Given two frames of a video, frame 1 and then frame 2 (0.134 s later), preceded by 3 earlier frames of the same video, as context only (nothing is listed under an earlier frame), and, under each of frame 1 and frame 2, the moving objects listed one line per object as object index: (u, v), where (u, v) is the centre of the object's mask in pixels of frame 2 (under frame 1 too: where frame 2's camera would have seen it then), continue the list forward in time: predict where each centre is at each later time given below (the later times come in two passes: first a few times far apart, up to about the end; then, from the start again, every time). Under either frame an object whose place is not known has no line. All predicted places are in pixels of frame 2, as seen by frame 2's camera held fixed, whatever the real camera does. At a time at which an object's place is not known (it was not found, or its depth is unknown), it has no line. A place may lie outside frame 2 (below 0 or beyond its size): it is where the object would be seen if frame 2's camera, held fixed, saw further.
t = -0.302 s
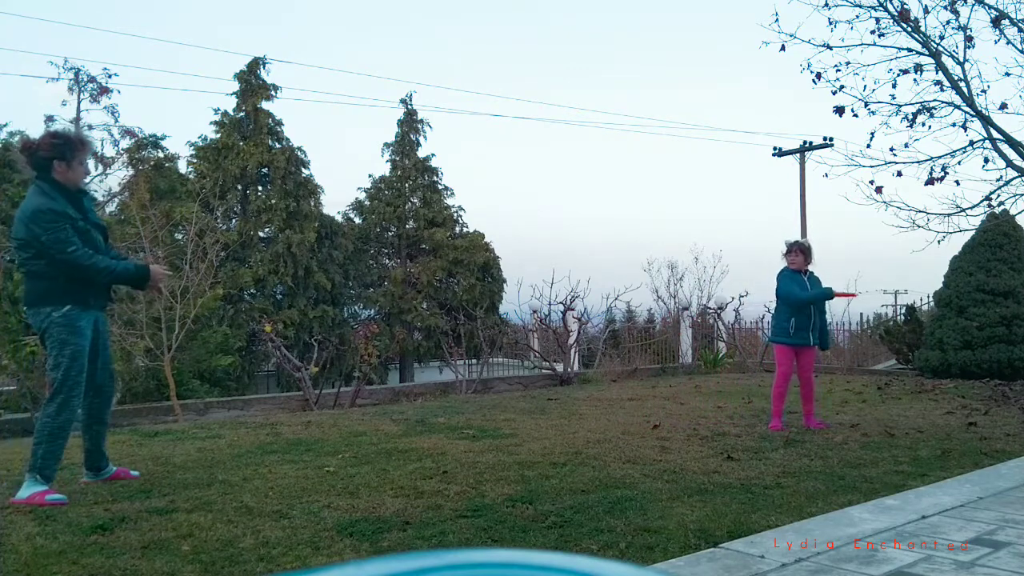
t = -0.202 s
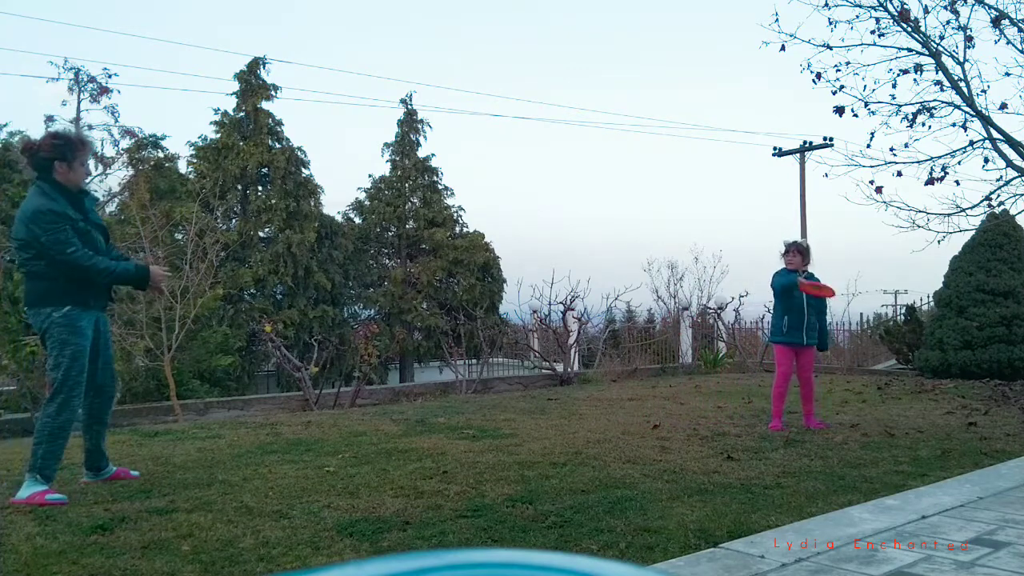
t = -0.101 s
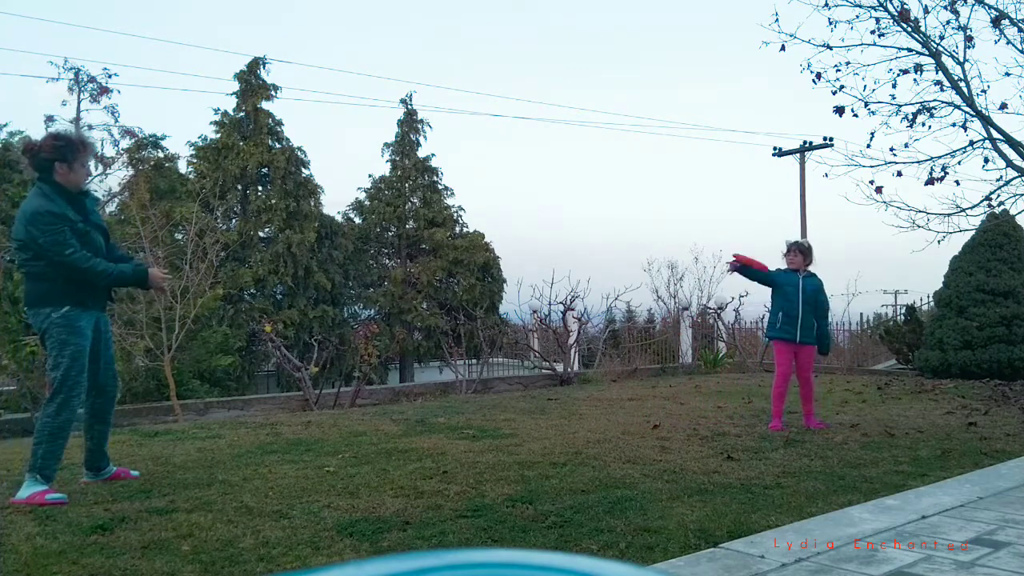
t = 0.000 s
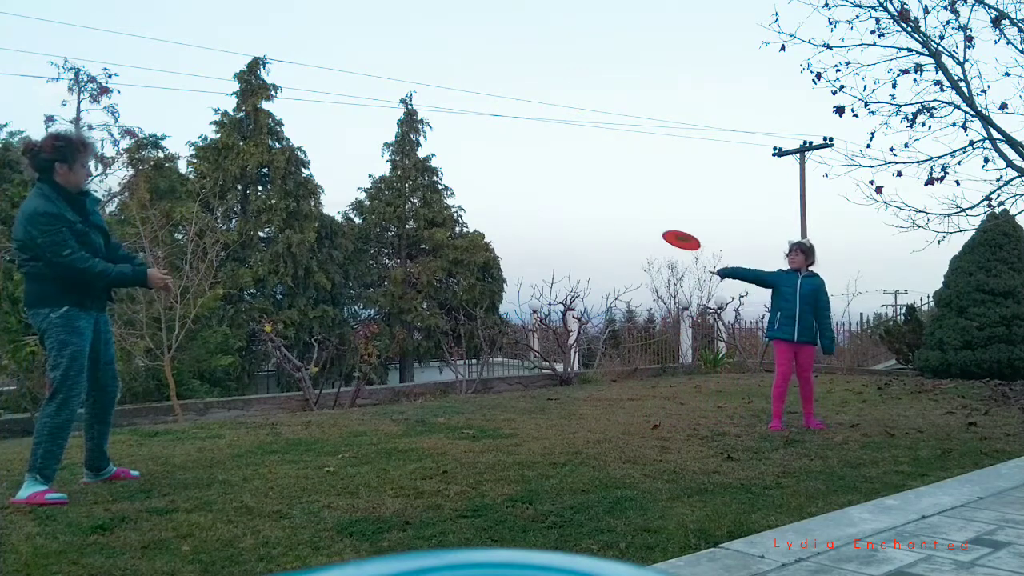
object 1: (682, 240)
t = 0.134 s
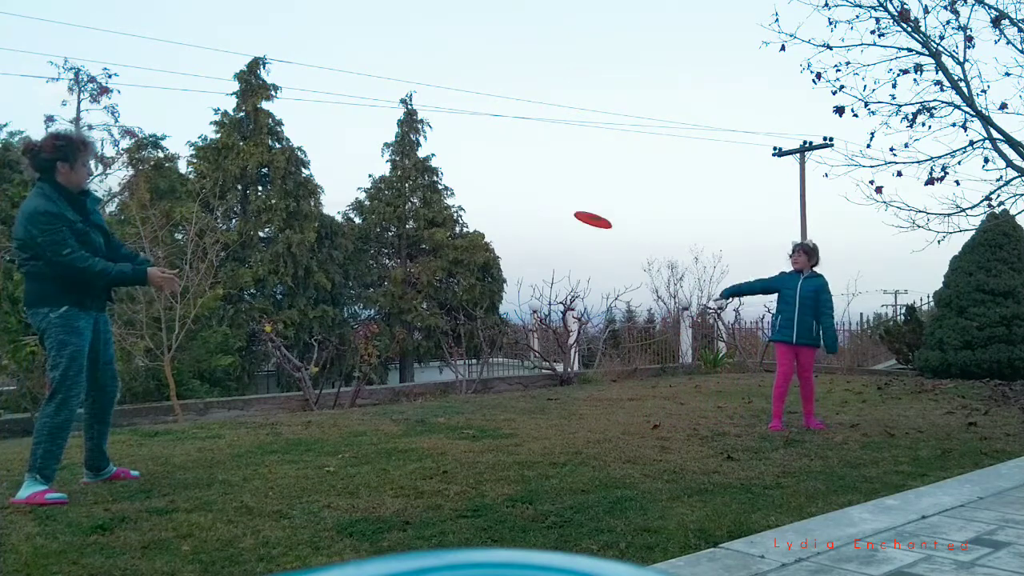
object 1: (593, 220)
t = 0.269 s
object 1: (509, 208)
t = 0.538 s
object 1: (363, 211)
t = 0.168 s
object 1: (571, 216)
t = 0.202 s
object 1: (550, 213)
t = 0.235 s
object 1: (530, 210)
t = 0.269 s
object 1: (509, 208)
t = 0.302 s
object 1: (490, 207)
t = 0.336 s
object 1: (471, 206)
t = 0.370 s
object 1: (452, 206)
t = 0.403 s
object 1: (432, 205)
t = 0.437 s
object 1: (414, 206)
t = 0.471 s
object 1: (396, 207)
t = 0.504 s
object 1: (379, 208)
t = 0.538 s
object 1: (363, 211)
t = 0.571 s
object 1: (346, 214)
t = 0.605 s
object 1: (329, 218)
